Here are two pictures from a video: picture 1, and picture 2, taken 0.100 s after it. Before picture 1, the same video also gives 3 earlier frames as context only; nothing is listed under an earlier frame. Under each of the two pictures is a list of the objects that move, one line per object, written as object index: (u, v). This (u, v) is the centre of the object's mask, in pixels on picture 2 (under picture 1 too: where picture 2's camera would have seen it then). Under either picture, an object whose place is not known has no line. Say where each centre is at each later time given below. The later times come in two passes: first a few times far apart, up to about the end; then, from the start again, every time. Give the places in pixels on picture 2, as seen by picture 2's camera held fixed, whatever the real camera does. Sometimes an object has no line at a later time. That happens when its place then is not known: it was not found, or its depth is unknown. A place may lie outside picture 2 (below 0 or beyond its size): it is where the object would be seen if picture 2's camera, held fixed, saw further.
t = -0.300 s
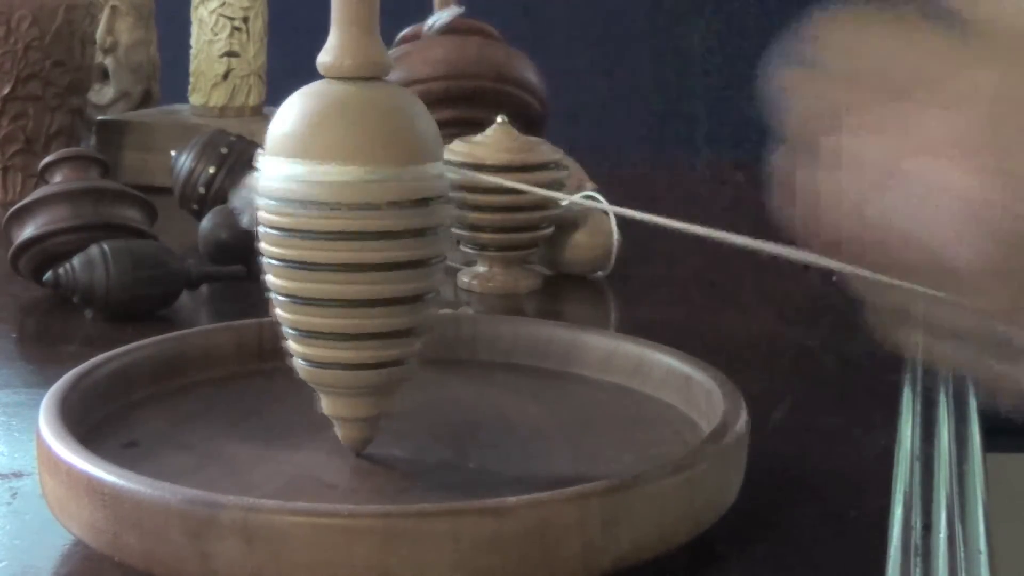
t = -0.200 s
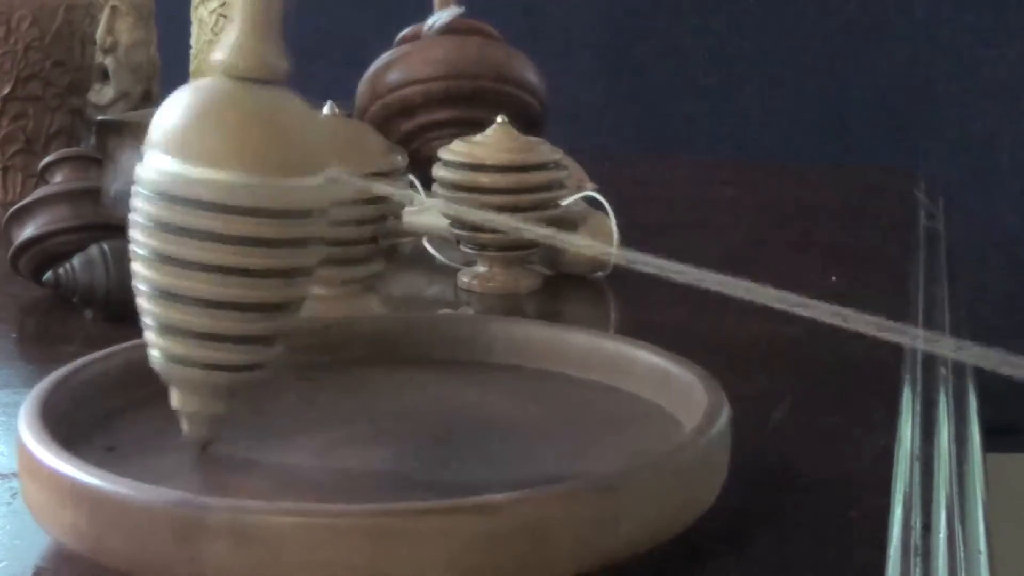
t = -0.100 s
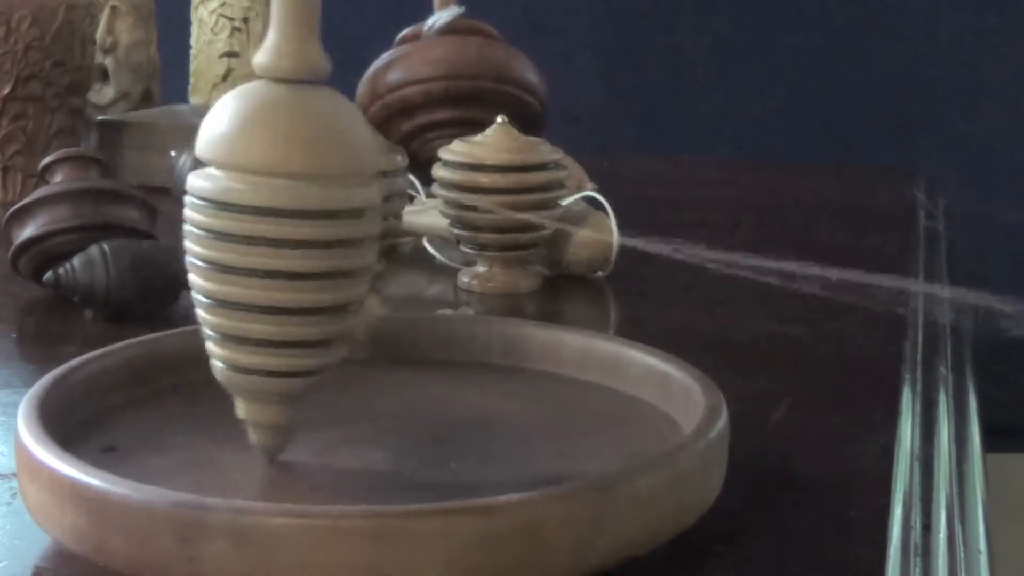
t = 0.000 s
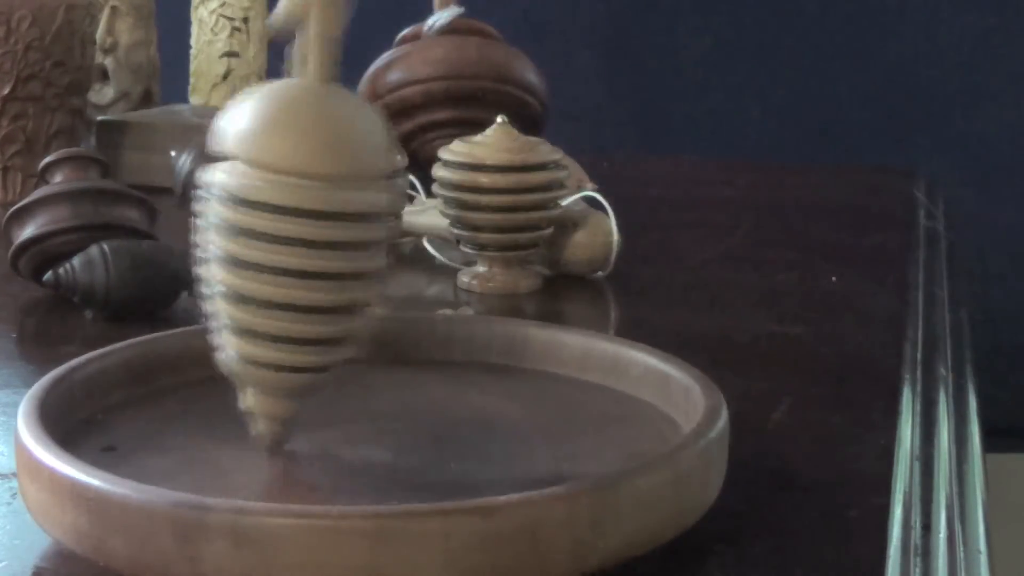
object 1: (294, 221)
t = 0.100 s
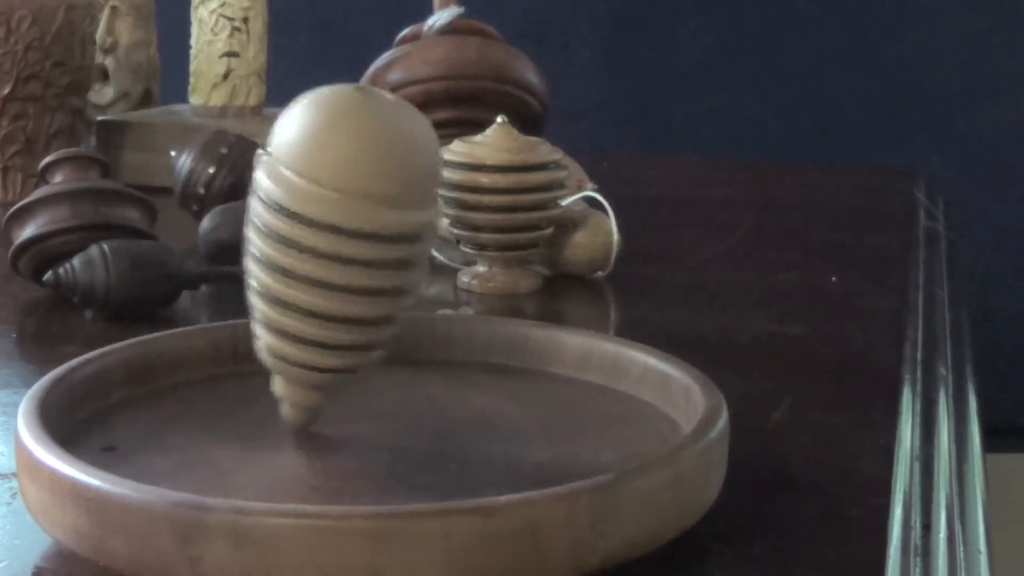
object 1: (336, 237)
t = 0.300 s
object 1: (348, 235)
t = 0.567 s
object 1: (379, 242)
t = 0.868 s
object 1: (371, 247)
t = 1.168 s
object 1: (359, 237)
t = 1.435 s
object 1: (377, 234)
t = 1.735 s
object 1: (402, 239)
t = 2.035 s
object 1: (403, 237)
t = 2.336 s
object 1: (409, 230)
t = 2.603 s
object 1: (424, 233)
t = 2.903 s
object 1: (445, 233)
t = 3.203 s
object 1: (453, 230)
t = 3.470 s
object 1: (441, 229)
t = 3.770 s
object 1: (452, 230)
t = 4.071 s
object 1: (454, 226)
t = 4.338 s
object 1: (428, 225)
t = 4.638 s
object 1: (429, 229)
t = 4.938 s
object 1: (435, 224)
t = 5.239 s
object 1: (406, 225)
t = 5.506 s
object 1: (414, 228)
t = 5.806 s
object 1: (422, 224)
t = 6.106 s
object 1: (392, 225)
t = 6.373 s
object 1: (409, 226)
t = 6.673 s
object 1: (407, 223)
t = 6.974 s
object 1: (382, 227)
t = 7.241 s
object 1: (405, 227)
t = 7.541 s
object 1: (391, 223)
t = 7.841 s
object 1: (378, 228)
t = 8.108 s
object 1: (404, 226)
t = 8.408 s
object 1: (374, 225)
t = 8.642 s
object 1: (377, 228)
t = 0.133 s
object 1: (342, 238)
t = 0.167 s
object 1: (343, 238)
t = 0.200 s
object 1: (341, 237)
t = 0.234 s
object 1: (342, 237)
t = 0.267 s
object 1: (343, 236)
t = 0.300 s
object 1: (348, 235)
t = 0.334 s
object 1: (354, 235)
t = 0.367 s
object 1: (359, 236)
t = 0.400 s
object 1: (363, 236)
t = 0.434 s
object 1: (366, 236)
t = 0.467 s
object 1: (371, 238)
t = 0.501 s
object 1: (374, 239)
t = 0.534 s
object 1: (377, 240)
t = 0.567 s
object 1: (379, 242)
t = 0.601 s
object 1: (381, 243)
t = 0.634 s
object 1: (381, 245)
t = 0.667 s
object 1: (381, 245)
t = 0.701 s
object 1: (381, 246)
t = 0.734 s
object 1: (381, 246)
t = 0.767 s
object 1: (380, 246)
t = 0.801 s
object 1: (378, 246)
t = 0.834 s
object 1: (375, 247)
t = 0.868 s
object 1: (371, 247)
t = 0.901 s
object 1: (368, 246)
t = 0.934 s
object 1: (366, 246)
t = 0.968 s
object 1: (366, 245)
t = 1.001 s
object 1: (366, 244)
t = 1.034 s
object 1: (364, 243)
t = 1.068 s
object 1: (363, 242)
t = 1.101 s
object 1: (360, 240)
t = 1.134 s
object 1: (360, 239)
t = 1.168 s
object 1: (359, 237)
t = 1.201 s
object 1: (360, 236)
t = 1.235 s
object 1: (361, 235)
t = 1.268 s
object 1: (363, 234)
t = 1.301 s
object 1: (366, 234)
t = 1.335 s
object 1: (368, 234)
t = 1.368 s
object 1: (371, 234)
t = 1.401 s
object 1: (374, 234)
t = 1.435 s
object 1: (377, 234)
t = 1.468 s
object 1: (380, 234)
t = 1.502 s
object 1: (384, 235)
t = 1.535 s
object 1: (388, 236)
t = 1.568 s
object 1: (391, 236)
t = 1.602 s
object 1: (395, 237)
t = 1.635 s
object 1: (398, 237)
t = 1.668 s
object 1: (401, 238)
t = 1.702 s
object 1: (402, 239)
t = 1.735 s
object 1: (402, 239)
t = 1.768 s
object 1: (402, 240)
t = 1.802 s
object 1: (402, 239)
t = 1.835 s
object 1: (402, 240)
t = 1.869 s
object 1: (404, 239)
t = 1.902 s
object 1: (405, 239)
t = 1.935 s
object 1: (406, 239)
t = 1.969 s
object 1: (405, 239)
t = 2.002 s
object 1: (404, 238)
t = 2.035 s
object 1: (403, 237)
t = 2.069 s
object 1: (403, 237)
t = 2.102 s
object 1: (403, 236)
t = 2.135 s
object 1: (402, 235)
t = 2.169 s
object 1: (402, 234)
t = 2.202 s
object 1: (402, 232)
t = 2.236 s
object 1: (403, 232)
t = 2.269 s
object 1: (404, 231)
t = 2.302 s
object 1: (407, 231)
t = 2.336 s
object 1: (409, 230)
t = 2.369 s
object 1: (411, 230)
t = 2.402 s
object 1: (414, 230)
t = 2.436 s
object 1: (415, 230)
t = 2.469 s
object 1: (417, 231)
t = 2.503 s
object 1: (419, 231)
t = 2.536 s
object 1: (420, 232)
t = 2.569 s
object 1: (422, 232)
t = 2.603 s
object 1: (424, 233)
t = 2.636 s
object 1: (426, 233)
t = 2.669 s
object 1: (429, 234)
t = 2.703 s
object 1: (432, 234)
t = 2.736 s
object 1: (435, 234)
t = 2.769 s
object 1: (438, 234)
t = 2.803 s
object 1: (441, 234)
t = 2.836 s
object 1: (443, 234)
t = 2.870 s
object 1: (445, 234)
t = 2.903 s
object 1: (445, 233)
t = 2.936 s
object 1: (445, 233)
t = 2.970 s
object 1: (445, 233)
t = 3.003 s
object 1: (445, 232)
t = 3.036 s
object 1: (445, 231)
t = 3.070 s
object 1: (446, 231)
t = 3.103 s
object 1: (448, 231)
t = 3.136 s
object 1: (450, 230)
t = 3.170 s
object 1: (452, 230)
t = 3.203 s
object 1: (453, 230)
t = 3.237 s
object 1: (454, 229)
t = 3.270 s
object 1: (453, 228)
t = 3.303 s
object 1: (452, 228)
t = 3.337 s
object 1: (449, 228)
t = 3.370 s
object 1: (447, 228)
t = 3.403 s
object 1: (444, 228)
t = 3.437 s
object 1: (442, 228)
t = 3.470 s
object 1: (441, 229)
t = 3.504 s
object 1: (440, 229)
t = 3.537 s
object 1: (440, 230)
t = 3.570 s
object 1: (440, 230)
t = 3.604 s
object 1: (441, 230)
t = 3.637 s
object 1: (442, 231)
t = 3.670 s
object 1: (444, 231)
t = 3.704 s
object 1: (446, 231)
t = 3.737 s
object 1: (449, 231)
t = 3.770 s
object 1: (452, 230)
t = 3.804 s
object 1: (454, 229)
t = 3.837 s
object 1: (455, 230)
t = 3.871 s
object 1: (455, 229)
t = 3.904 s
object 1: (455, 229)
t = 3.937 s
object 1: (455, 229)
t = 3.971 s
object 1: (455, 228)
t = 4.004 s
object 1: (455, 227)
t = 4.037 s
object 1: (455, 227)
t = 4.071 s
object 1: (454, 226)
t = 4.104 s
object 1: (452, 226)
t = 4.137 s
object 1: (448, 225)
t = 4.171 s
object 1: (444, 224)
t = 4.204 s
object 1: (440, 224)
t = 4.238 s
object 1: (435, 224)
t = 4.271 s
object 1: (433, 224)
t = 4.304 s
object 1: (430, 225)
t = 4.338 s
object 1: (428, 225)
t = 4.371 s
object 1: (425, 226)
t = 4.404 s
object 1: (424, 226)
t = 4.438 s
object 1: (423, 227)
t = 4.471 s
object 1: (422, 228)
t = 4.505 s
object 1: (423, 228)
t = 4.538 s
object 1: (424, 229)
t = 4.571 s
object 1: (425, 229)
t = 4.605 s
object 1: (427, 229)
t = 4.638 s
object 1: (429, 229)
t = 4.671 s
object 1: (431, 227)
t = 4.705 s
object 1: (433, 228)
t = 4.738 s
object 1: (434, 227)
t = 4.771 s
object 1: (435, 227)
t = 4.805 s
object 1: (435, 227)
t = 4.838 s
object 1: (436, 226)
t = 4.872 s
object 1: (436, 226)
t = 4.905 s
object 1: (436, 225)
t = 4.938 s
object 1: (435, 224)
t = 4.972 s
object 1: (432, 224)
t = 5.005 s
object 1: (429, 223)
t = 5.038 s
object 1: (425, 223)
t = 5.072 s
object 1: (420, 222)
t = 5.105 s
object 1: (417, 222)
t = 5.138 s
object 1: (413, 223)
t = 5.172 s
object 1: (410, 223)
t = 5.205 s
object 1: (408, 224)
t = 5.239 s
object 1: (406, 225)
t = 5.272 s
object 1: (405, 226)
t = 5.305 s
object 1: (404, 227)
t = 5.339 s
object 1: (404, 228)
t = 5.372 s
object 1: (405, 228)
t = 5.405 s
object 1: (407, 228)
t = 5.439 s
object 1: (409, 228)
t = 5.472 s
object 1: (412, 228)
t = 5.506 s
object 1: (414, 228)
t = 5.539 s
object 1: (416, 227)
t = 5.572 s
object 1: (418, 227)
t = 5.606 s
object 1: (420, 226)
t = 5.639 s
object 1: (421, 227)
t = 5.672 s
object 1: (422, 226)
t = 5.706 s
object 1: (423, 225)
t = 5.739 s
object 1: (423, 225)
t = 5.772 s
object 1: (423, 224)
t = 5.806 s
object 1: (422, 224)
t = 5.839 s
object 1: (419, 223)
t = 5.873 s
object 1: (414, 222)
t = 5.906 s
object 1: (410, 222)
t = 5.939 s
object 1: (405, 222)
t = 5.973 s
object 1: (401, 223)
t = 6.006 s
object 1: (398, 223)
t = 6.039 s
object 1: (395, 224)
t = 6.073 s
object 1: (393, 225)
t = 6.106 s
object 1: (392, 225)
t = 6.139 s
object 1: (391, 226)
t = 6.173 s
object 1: (392, 227)
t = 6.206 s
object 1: (393, 228)
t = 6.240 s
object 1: (395, 228)
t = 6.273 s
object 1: (397, 228)
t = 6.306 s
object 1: (400, 228)
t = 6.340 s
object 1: (404, 226)
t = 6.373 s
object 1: (409, 226)
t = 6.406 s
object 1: (412, 226)
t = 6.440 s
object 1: (415, 227)
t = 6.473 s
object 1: (417, 226)
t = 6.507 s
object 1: (417, 225)
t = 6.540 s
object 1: (416, 225)
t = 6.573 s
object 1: (416, 224)
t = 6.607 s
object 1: (414, 224)
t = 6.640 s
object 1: (411, 223)
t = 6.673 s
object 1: (407, 223)
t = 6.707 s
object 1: (403, 222)
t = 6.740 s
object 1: (399, 222)
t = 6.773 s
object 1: (395, 222)
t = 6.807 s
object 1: (391, 223)
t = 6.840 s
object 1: (388, 224)
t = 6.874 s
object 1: (385, 224)
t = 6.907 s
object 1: (383, 225)
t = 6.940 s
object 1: (382, 226)
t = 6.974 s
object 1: (382, 227)
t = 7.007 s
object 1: (383, 228)
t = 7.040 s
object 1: (384, 228)
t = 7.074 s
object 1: (387, 228)
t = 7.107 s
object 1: (391, 227)
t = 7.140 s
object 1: (395, 227)
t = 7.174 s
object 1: (399, 227)
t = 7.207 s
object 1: (402, 227)
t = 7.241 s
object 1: (405, 227)
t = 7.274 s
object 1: (406, 226)
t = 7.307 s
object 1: (408, 226)
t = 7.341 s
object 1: (409, 226)
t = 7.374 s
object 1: (409, 226)
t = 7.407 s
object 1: (407, 225)
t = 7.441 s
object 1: (405, 225)
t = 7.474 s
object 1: (401, 224)
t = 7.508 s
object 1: (397, 224)
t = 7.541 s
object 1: (391, 223)
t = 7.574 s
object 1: (386, 224)
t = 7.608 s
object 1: (381, 224)
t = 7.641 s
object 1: (377, 225)
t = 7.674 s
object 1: (374, 226)
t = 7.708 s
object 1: (373, 227)
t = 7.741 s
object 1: (373, 228)
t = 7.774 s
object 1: (373, 228)
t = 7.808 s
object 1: (375, 229)
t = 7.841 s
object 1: (378, 228)
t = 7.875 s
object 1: (382, 228)
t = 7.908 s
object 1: (387, 227)
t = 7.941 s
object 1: (392, 227)
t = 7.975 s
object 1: (396, 226)
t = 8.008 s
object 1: (399, 227)
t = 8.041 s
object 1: (402, 226)
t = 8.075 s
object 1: (403, 226)
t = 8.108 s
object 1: (404, 226)
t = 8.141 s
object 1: (404, 225)
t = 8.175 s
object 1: (404, 225)
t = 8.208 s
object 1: (402, 225)
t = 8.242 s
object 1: (399, 224)
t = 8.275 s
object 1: (395, 224)
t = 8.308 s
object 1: (390, 223)
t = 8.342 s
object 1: (384, 223)
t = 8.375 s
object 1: (379, 223)
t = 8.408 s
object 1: (374, 225)
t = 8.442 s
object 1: (371, 226)
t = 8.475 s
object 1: (369, 227)
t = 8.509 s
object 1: (368, 228)
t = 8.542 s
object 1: (368, 228)
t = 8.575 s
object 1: (370, 228)
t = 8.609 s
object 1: (373, 228)
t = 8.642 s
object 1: (377, 228)
